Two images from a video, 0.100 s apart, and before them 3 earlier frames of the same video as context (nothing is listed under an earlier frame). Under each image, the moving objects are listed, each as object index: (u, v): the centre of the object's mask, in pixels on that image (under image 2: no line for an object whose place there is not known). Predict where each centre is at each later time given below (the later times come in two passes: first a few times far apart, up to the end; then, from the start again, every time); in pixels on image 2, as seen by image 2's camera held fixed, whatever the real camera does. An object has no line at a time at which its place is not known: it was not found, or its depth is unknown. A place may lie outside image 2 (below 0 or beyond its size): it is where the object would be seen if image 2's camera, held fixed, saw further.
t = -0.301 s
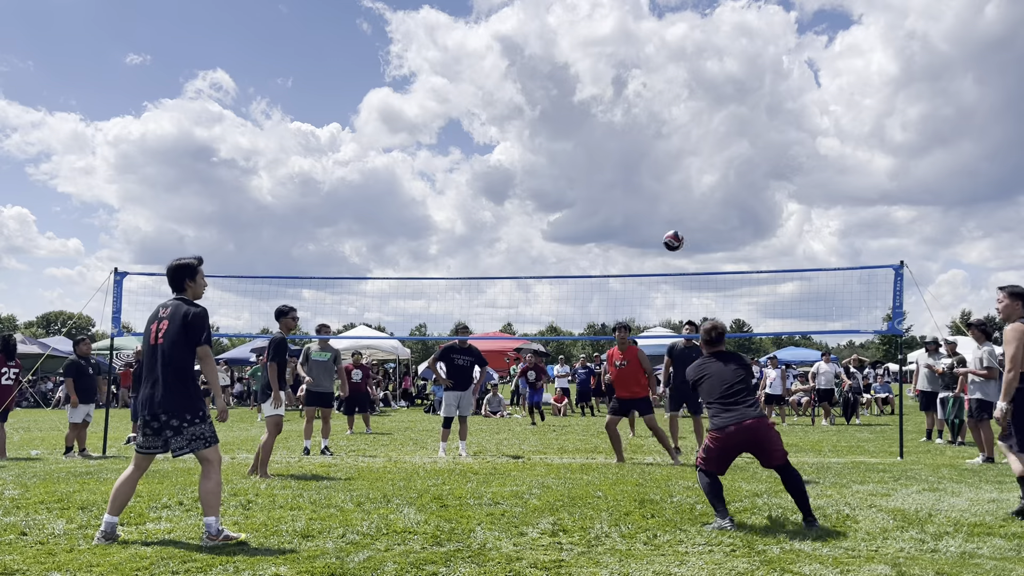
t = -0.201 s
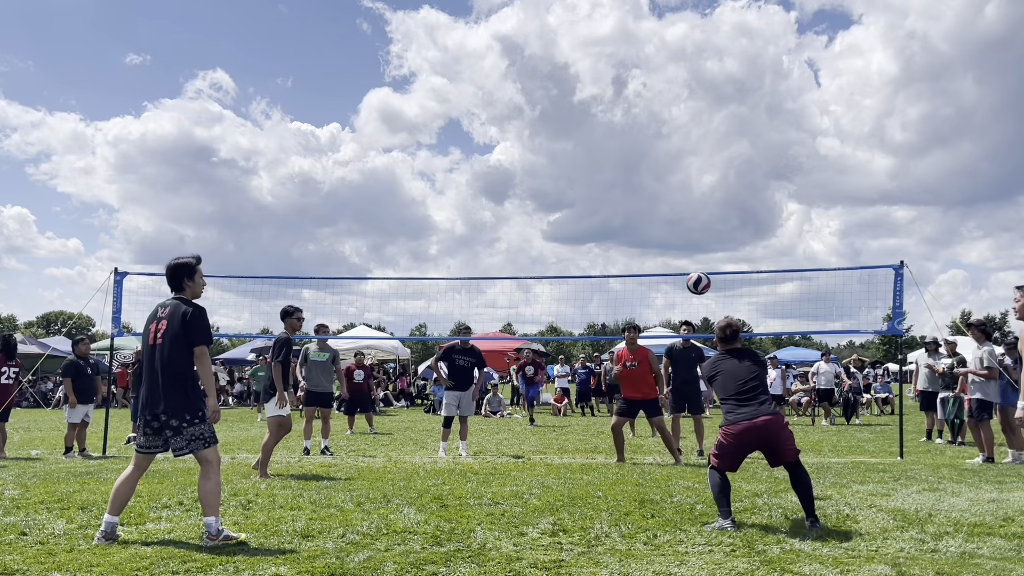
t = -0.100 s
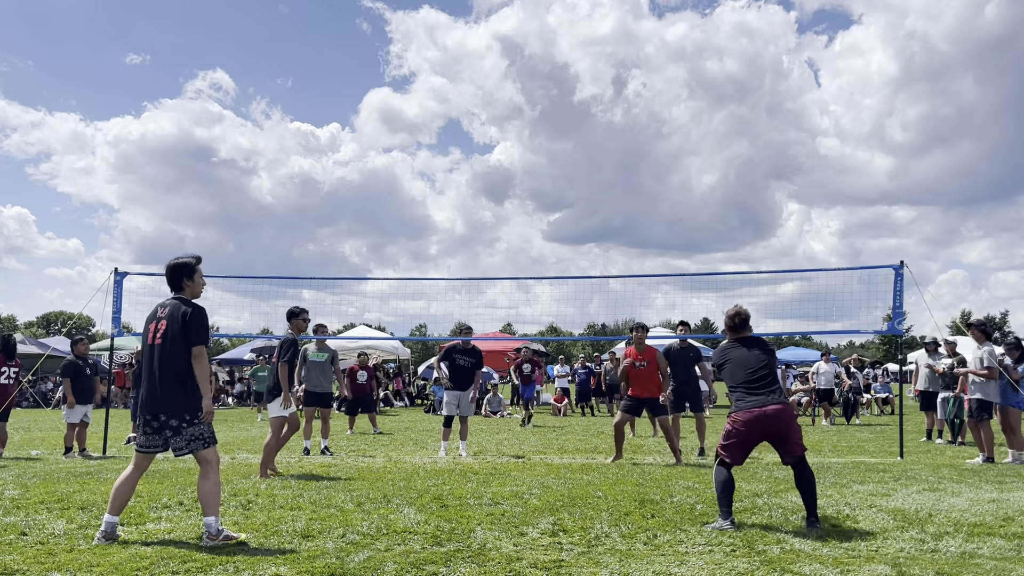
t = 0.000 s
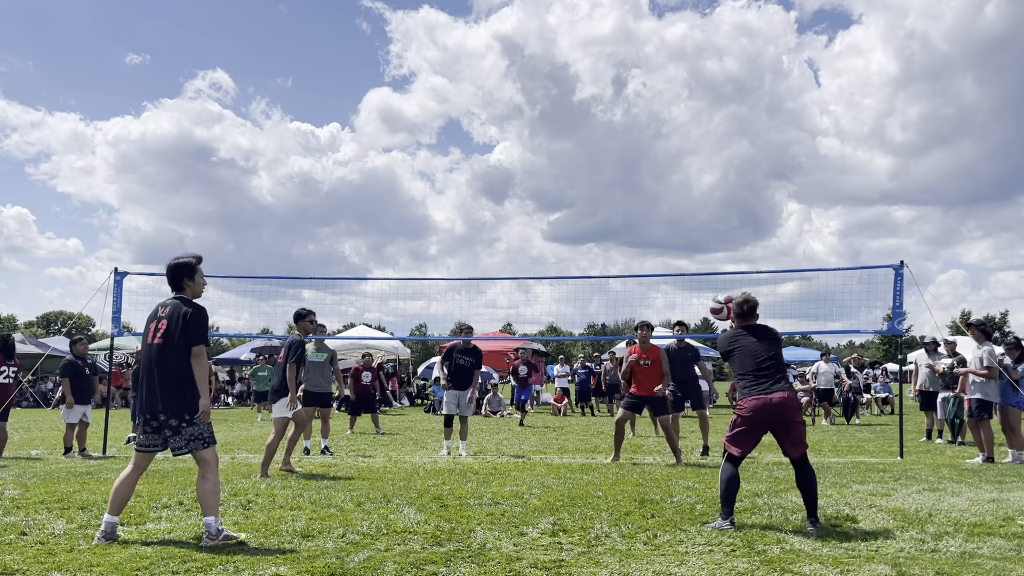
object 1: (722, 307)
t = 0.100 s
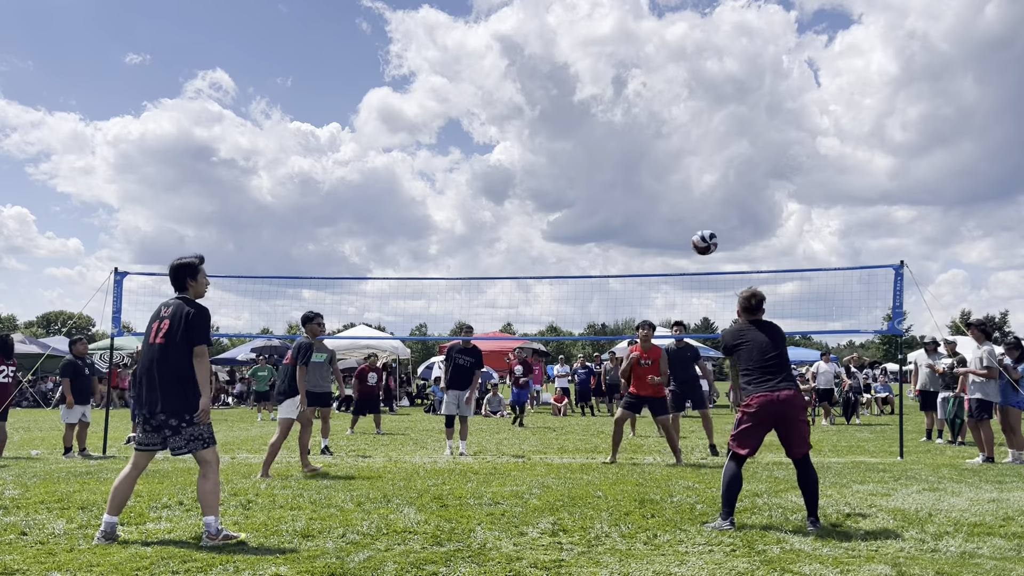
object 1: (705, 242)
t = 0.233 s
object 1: (682, 183)
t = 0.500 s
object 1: (645, 136)
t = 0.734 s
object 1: (618, 155)
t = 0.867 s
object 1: (604, 184)
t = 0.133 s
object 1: (699, 225)
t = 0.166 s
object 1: (693, 209)
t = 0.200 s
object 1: (687, 195)
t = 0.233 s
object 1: (682, 183)
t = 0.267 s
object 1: (677, 172)
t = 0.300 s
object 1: (672, 163)
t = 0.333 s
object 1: (667, 155)
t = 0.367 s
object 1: (662, 149)
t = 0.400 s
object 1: (658, 144)
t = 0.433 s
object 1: (654, 140)
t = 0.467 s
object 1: (649, 137)
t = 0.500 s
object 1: (645, 136)
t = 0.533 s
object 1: (641, 136)
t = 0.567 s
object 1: (637, 136)
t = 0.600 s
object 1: (633, 138)
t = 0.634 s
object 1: (629, 141)
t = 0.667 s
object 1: (625, 145)
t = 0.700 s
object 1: (622, 149)
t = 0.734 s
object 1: (618, 155)
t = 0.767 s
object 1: (614, 161)
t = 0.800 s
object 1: (611, 168)
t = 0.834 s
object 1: (608, 176)
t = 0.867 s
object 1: (604, 184)
